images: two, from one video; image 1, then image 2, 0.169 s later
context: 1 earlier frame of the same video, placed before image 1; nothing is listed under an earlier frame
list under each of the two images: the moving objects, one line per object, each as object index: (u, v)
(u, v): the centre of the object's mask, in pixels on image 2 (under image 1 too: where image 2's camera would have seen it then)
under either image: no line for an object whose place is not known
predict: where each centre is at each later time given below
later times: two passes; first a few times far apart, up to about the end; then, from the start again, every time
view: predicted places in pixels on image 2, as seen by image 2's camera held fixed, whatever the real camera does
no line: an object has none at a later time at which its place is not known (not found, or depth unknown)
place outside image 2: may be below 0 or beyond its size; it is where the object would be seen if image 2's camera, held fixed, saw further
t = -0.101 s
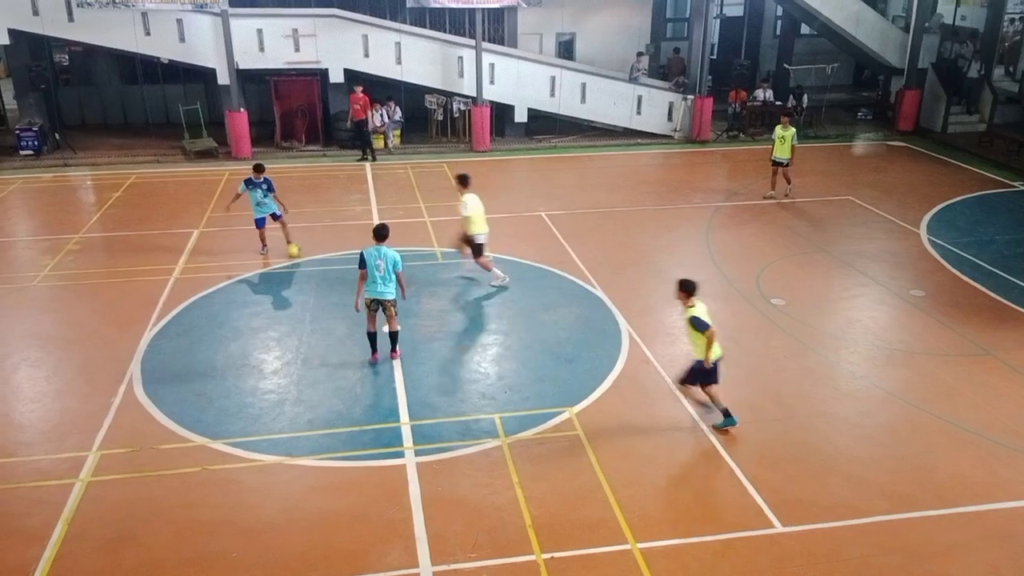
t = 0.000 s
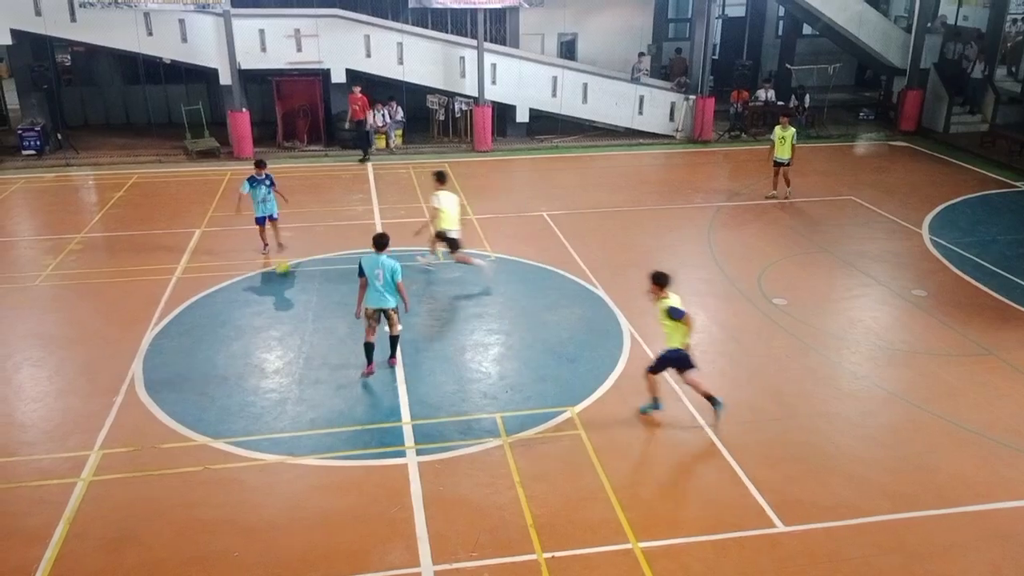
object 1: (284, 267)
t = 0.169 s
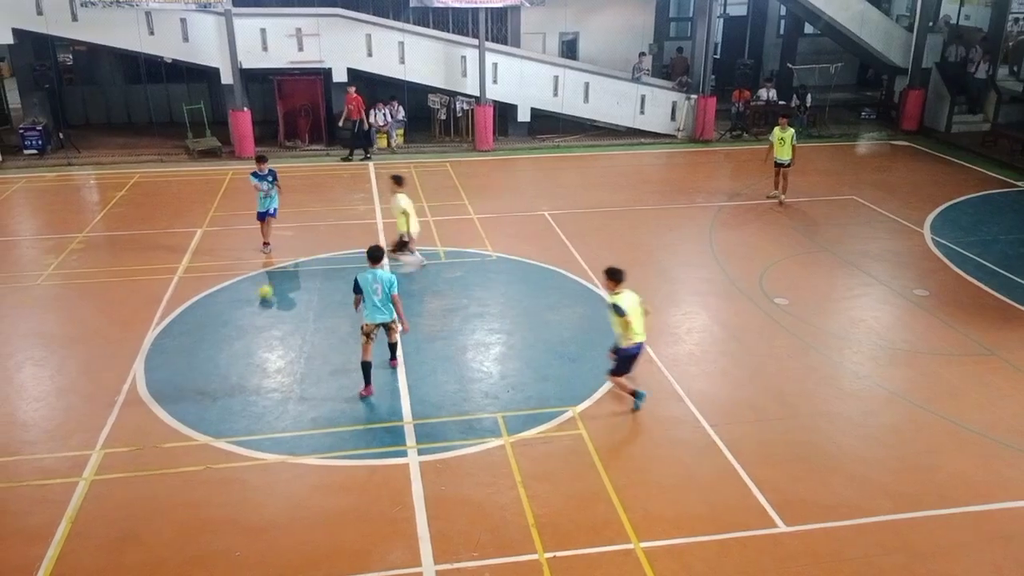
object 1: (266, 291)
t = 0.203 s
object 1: (262, 297)
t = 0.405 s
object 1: (238, 329)
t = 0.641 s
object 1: (211, 367)
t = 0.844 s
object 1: (183, 406)
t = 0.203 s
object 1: (262, 297)
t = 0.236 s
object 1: (258, 303)
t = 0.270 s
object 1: (253, 309)
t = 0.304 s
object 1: (250, 314)
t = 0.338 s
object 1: (246, 319)
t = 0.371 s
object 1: (242, 323)
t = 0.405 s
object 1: (238, 329)
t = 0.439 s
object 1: (235, 333)
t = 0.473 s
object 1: (231, 340)
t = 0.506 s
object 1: (227, 344)
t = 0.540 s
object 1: (223, 350)
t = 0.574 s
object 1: (219, 356)
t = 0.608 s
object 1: (215, 361)
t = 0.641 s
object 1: (211, 367)
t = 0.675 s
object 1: (207, 373)
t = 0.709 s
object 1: (202, 380)
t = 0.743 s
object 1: (198, 386)
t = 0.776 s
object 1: (193, 392)
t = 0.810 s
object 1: (189, 399)
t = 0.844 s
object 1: (183, 406)
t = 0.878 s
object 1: (179, 413)
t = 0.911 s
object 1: (173, 420)
